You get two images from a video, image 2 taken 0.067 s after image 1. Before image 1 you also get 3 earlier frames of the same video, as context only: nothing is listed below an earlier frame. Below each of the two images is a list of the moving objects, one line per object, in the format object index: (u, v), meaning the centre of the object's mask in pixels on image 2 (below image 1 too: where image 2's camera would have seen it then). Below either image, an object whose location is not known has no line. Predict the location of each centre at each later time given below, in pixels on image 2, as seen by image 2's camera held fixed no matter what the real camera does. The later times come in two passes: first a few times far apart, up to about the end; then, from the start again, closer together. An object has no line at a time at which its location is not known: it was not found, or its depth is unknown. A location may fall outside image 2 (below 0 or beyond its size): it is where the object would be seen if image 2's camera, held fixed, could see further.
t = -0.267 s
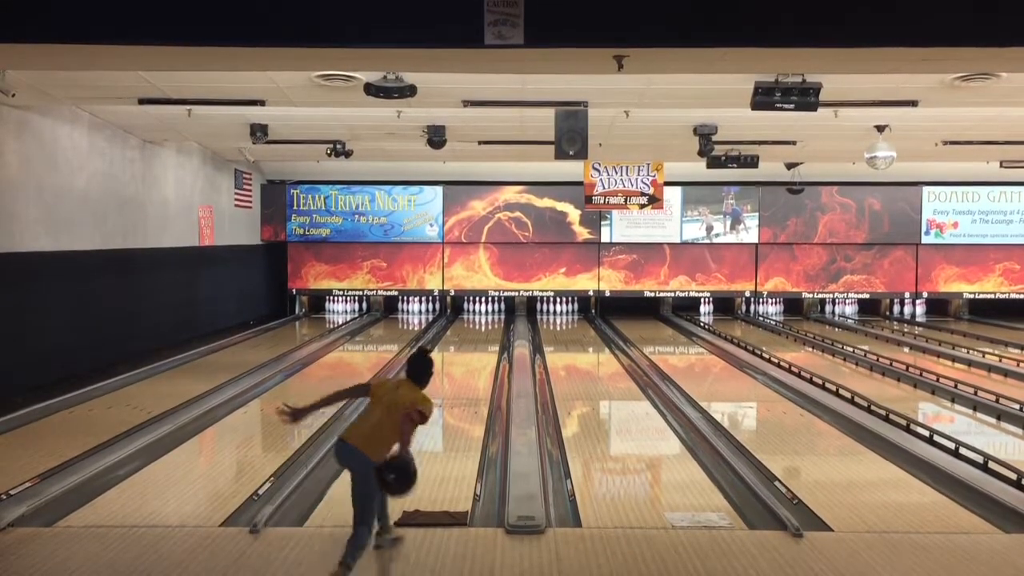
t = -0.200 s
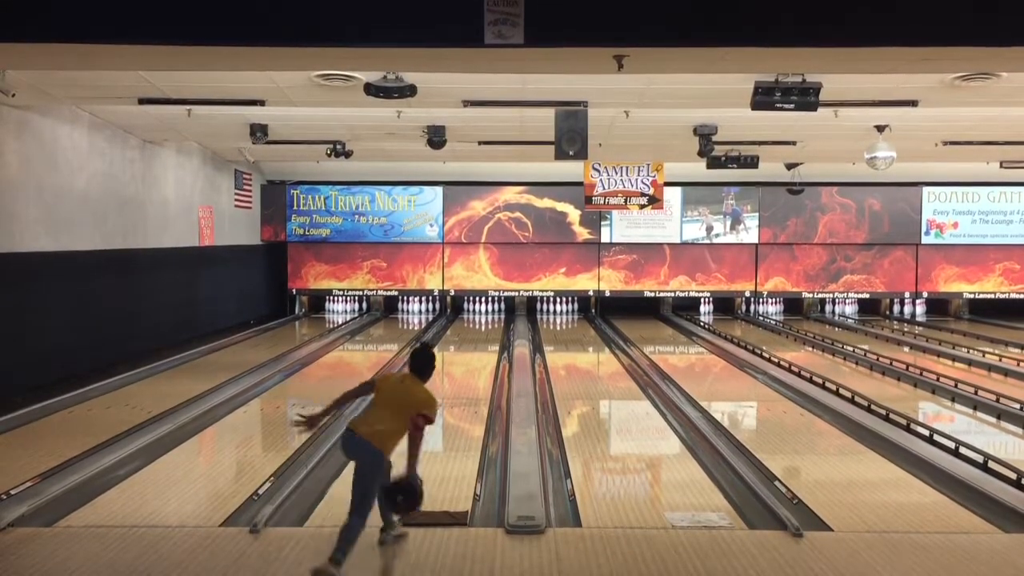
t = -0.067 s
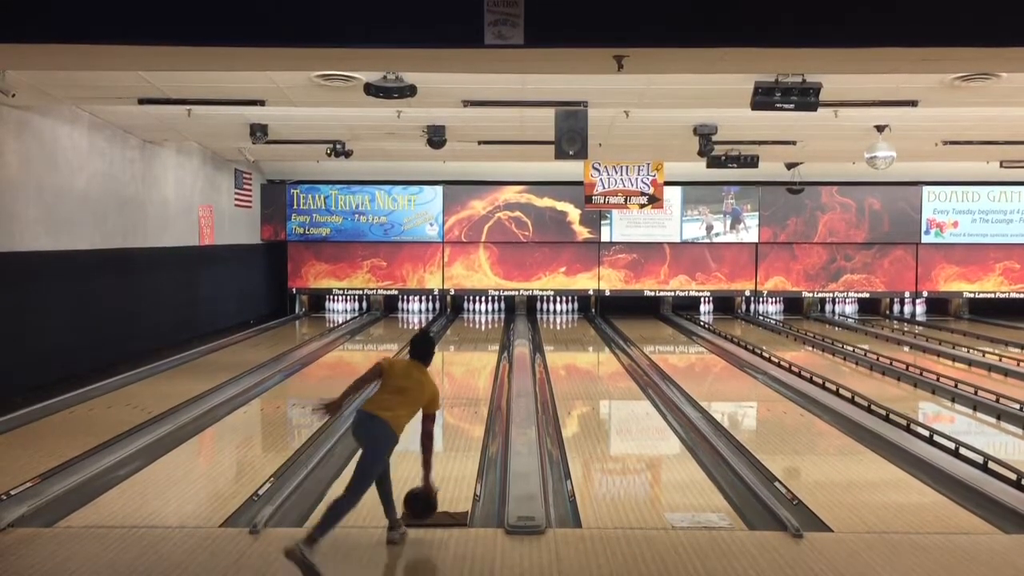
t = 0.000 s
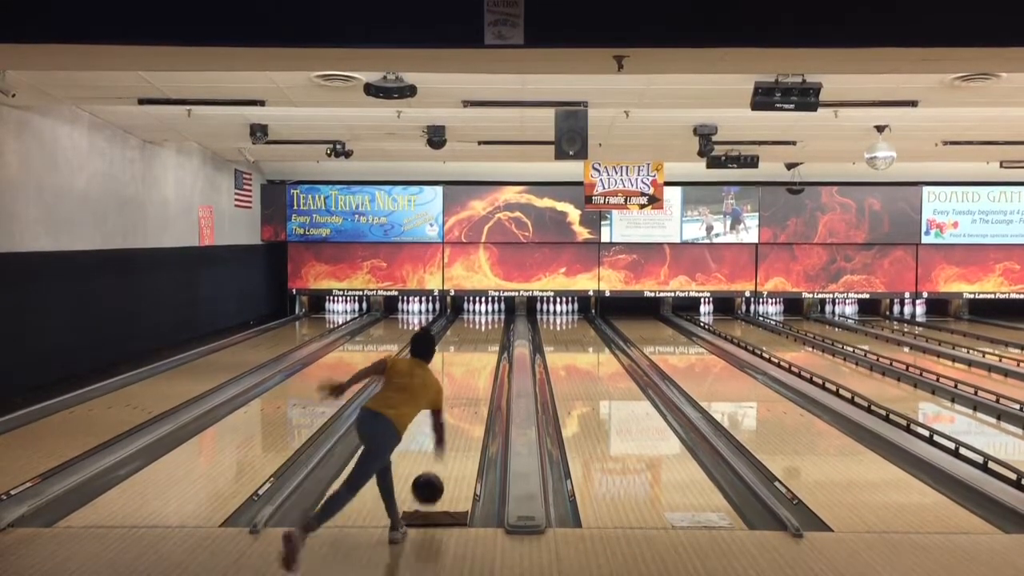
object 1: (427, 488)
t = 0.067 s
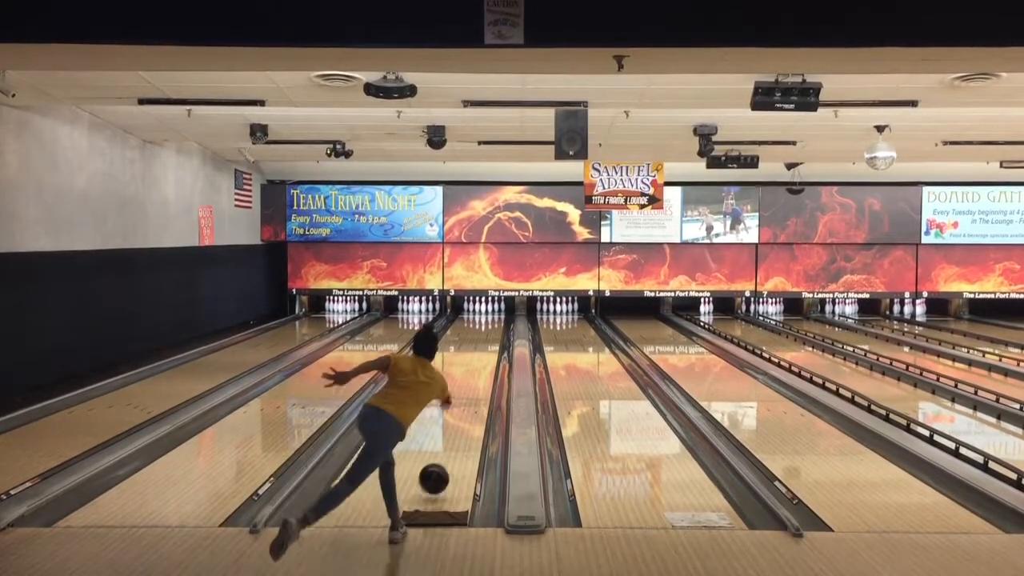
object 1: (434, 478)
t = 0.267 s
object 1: (448, 444)
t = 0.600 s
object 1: (465, 400)
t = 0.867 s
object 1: (471, 376)
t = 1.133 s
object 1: (476, 357)
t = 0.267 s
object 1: (448, 444)
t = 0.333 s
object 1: (451, 433)
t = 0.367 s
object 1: (453, 428)
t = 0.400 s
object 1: (455, 423)
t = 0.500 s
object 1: (459, 410)
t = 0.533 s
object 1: (461, 407)
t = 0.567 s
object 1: (466, 401)
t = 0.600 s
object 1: (465, 400)
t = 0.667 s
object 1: (466, 393)
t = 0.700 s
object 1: (467, 390)
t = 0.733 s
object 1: (467, 388)
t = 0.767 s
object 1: (468, 385)
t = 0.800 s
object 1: (469, 382)
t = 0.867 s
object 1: (471, 376)
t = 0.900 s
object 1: (472, 373)
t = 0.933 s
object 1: (472, 371)
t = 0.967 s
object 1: (473, 369)
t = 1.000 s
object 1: (474, 367)
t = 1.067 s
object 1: (475, 362)
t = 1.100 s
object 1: (476, 360)
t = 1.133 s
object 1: (476, 357)
